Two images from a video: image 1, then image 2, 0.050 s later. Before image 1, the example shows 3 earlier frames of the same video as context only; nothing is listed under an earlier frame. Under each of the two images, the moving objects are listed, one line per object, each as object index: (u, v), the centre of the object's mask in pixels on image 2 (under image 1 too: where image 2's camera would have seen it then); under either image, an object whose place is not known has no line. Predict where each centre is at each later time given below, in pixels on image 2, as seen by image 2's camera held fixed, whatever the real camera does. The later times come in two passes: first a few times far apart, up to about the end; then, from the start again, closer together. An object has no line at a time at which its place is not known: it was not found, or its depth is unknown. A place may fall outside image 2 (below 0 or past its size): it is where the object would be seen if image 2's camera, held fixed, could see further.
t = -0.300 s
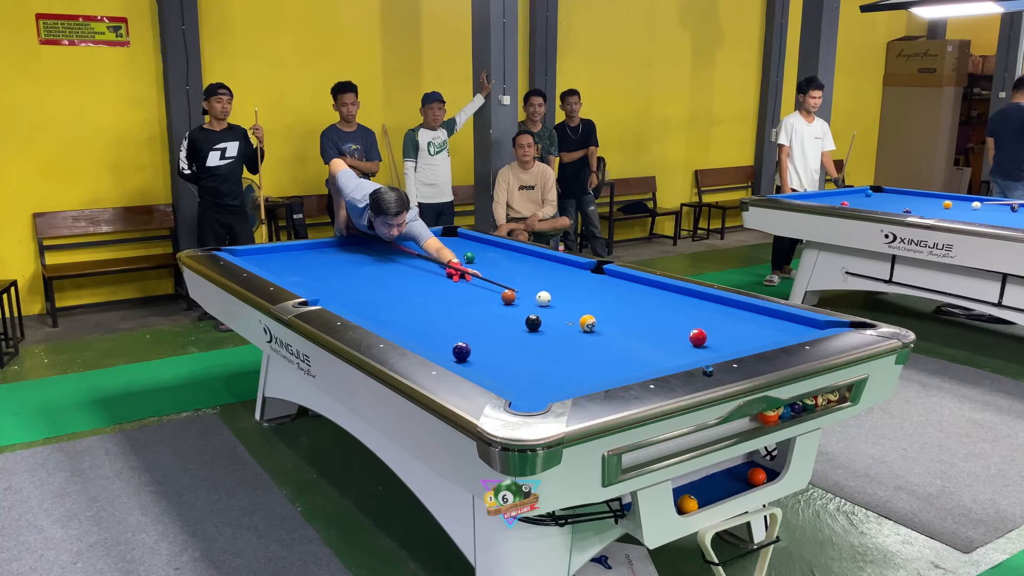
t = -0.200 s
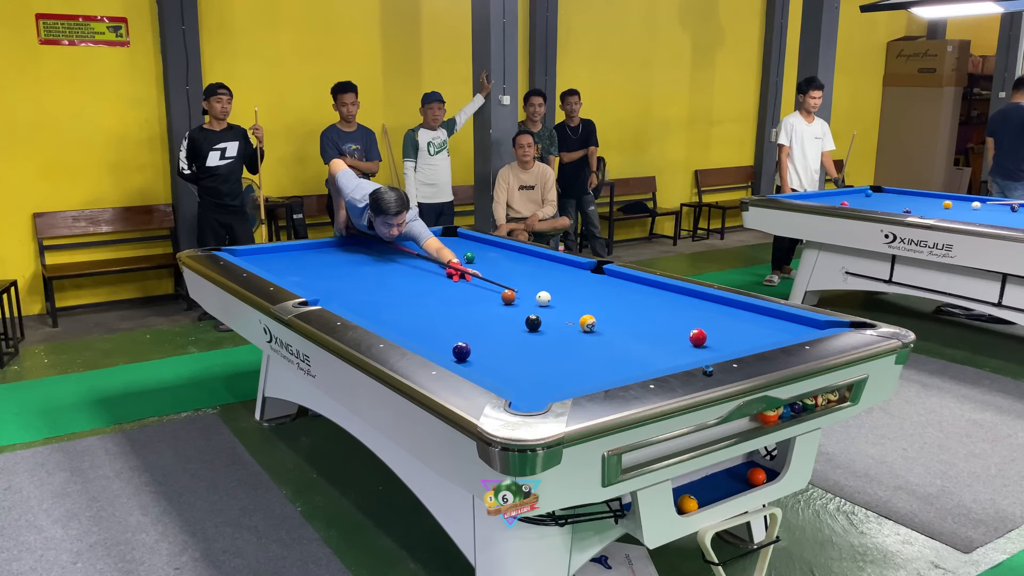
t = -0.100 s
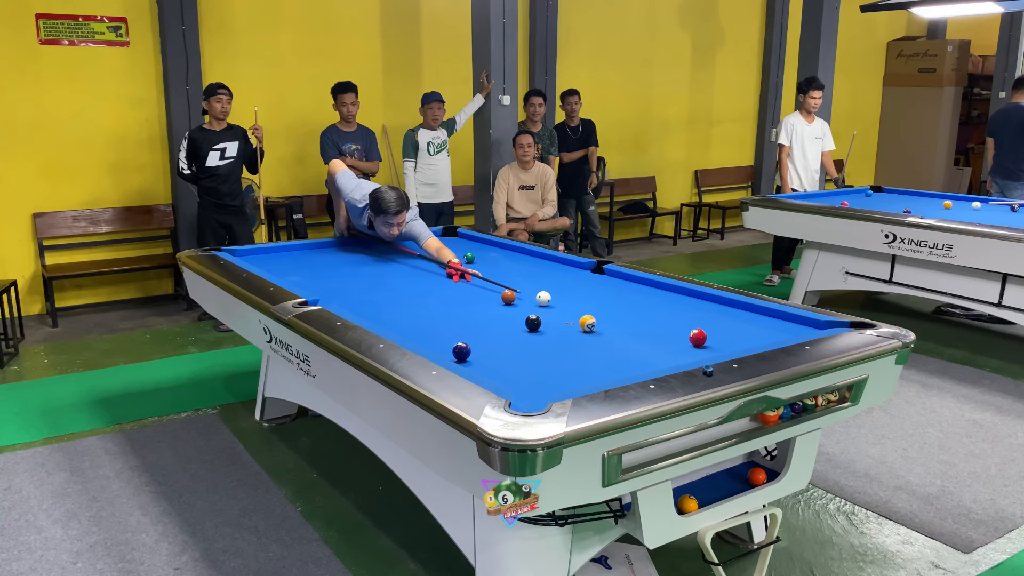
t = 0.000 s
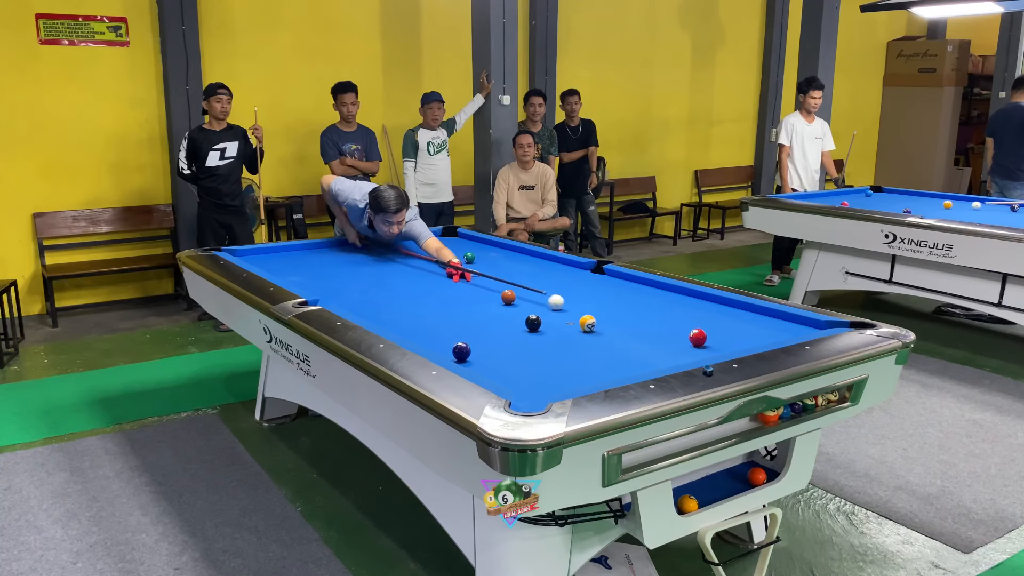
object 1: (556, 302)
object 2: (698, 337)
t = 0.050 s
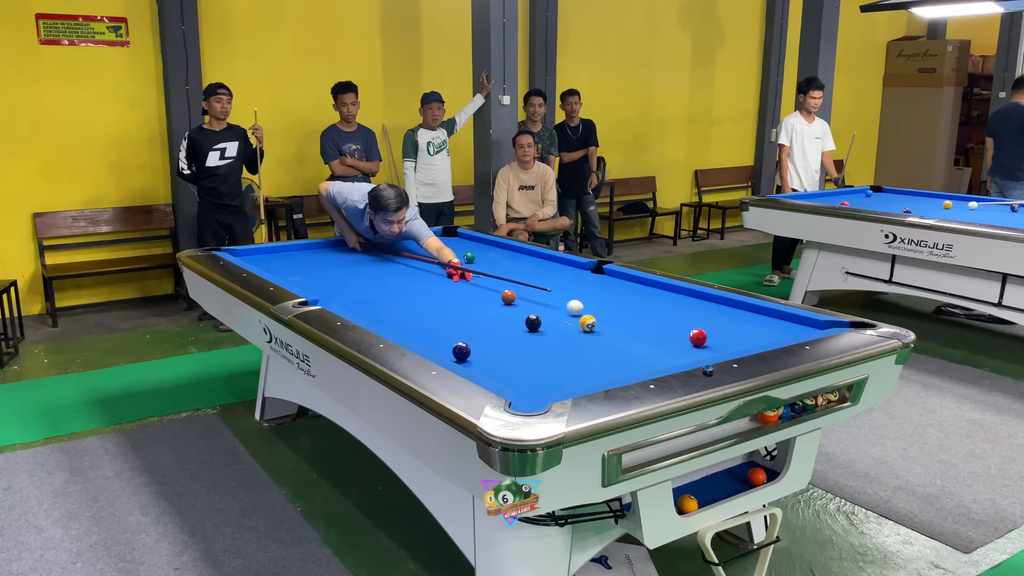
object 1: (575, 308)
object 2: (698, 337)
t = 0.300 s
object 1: (673, 336)
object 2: (698, 337)
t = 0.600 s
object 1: (669, 346)
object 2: (731, 335)
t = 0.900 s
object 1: (588, 330)
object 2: (763, 332)
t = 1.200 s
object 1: (538, 315)
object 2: (791, 329)
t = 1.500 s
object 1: (512, 302)
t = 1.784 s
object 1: (496, 299)
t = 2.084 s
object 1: (482, 296)
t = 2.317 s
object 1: (471, 294)
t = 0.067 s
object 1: (581, 309)
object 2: (698, 337)
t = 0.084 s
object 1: (587, 309)
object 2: (698, 337)
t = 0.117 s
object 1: (600, 315)
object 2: (698, 337)
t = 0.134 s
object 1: (606, 317)
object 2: (698, 337)
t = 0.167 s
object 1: (619, 320)
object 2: (698, 337)
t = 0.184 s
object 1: (625, 322)
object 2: (698, 337)
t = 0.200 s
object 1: (632, 324)
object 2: (698, 337)
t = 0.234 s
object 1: (645, 328)
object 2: (698, 337)
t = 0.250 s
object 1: (652, 330)
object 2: (698, 337)
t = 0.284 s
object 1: (666, 334)
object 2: (698, 337)
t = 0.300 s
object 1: (673, 336)
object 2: (698, 337)
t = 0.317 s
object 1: (681, 339)
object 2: (698, 337)
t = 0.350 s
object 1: (691, 343)
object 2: (704, 336)
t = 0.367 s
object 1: (696, 346)
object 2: (706, 335)
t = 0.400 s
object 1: (707, 349)
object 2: (709, 335)
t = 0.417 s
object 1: (713, 351)
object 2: (711, 336)
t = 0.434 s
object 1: (718, 351)
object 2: (713, 336)
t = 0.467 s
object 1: (709, 351)
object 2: (717, 336)
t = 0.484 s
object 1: (703, 351)
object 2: (718, 336)
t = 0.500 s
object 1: (698, 351)
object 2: (720, 335)
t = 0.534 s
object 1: (688, 350)
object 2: (724, 335)
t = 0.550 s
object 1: (683, 349)
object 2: (726, 335)
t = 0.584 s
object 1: (674, 347)
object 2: (730, 335)
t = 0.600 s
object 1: (669, 346)
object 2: (731, 335)
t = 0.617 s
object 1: (664, 345)
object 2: (733, 334)
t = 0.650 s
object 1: (654, 343)
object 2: (737, 334)
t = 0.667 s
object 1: (649, 342)
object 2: (739, 334)
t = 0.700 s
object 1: (640, 340)
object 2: (742, 334)
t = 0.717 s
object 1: (636, 339)
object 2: (744, 333)
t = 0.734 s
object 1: (631, 338)
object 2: (746, 333)
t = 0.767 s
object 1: (622, 336)
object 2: (749, 333)
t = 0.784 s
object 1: (618, 336)
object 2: (751, 333)
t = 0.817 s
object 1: (609, 334)
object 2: (754, 333)
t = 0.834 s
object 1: (605, 333)
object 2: (756, 333)
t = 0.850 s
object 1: (601, 332)
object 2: (758, 332)
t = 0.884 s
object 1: (592, 330)
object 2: (761, 332)
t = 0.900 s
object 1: (588, 330)
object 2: (763, 332)
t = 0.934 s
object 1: (580, 328)
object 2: (766, 332)
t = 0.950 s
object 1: (576, 327)
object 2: (768, 331)
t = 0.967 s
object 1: (572, 327)
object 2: (769, 331)
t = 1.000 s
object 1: (564, 325)
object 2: (773, 331)
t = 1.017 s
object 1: (560, 324)
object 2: (774, 331)
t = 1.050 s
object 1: (553, 323)
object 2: (777, 331)
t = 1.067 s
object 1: (550, 322)
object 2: (779, 331)
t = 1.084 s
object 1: (548, 321)
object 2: (781, 330)
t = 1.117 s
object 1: (546, 319)
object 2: (784, 330)
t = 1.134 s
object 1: (544, 319)
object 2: (785, 330)
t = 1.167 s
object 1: (541, 317)
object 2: (788, 329)
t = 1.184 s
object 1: (539, 316)
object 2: (790, 329)
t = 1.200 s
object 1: (538, 315)
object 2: (791, 329)
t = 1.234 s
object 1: (535, 314)
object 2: (794, 329)
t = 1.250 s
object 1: (533, 313)
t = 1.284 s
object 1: (530, 311)
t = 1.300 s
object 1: (529, 311)
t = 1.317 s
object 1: (527, 310)
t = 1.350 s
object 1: (525, 308)
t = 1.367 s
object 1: (523, 308)
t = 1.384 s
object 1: (522, 307)
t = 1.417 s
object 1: (519, 305)
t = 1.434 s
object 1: (518, 305)
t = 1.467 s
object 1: (515, 303)
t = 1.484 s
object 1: (514, 303)
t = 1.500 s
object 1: (512, 302)
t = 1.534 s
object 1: (510, 301)
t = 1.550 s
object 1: (509, 300)
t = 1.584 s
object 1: (507, 300)
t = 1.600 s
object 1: (506, 300)
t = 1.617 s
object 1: (505, 300)
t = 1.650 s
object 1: (504, 300)
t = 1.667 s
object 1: (503, 299)
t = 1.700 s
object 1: (501, 299)
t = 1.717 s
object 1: (500, 299)
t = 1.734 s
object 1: (499, 299)
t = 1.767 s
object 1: (497, 299)
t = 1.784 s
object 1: (496, 299)
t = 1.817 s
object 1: (495, 298)
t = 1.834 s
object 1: (494, 298)
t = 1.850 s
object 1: (493, 298)
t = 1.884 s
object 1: (491, 298)
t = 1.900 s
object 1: (490, 298)
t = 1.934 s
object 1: (489, 297)
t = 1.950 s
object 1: (488, 297)
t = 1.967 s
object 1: (487, 297)
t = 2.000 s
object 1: (485, 297)
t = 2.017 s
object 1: (485, 297)
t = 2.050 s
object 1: (483, 296)
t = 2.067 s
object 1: (482, 296)
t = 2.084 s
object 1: (482, 296)
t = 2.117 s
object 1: (480, 296)
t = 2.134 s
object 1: (479, 296)
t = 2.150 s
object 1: (478, 296)
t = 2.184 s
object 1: (477, 295)
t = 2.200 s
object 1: (476, 295)
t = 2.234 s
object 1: (475, 295)
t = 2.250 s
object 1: (474, 295)
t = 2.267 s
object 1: (473, 295)
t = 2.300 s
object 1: (472, 294)
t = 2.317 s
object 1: (471, 294)
